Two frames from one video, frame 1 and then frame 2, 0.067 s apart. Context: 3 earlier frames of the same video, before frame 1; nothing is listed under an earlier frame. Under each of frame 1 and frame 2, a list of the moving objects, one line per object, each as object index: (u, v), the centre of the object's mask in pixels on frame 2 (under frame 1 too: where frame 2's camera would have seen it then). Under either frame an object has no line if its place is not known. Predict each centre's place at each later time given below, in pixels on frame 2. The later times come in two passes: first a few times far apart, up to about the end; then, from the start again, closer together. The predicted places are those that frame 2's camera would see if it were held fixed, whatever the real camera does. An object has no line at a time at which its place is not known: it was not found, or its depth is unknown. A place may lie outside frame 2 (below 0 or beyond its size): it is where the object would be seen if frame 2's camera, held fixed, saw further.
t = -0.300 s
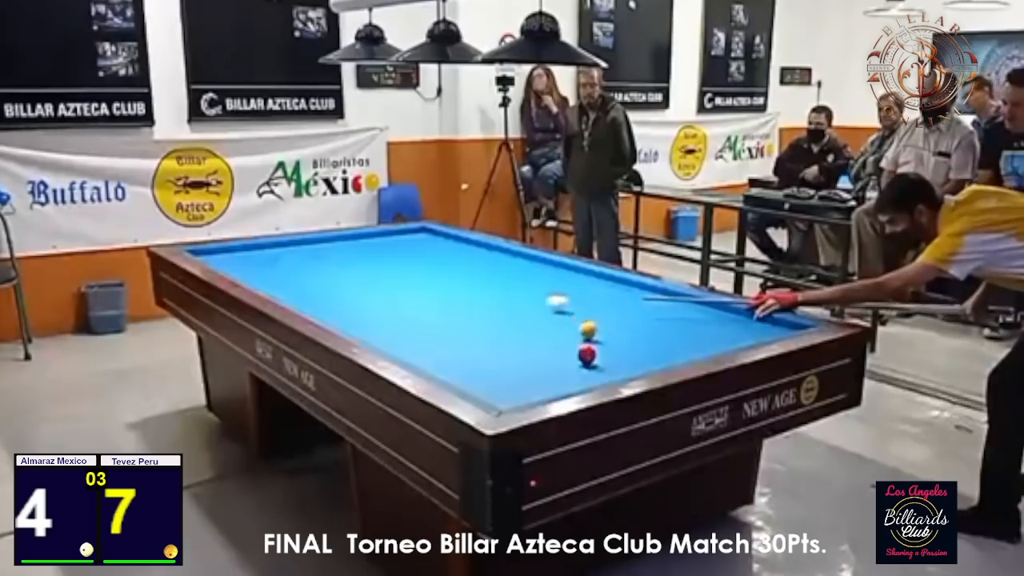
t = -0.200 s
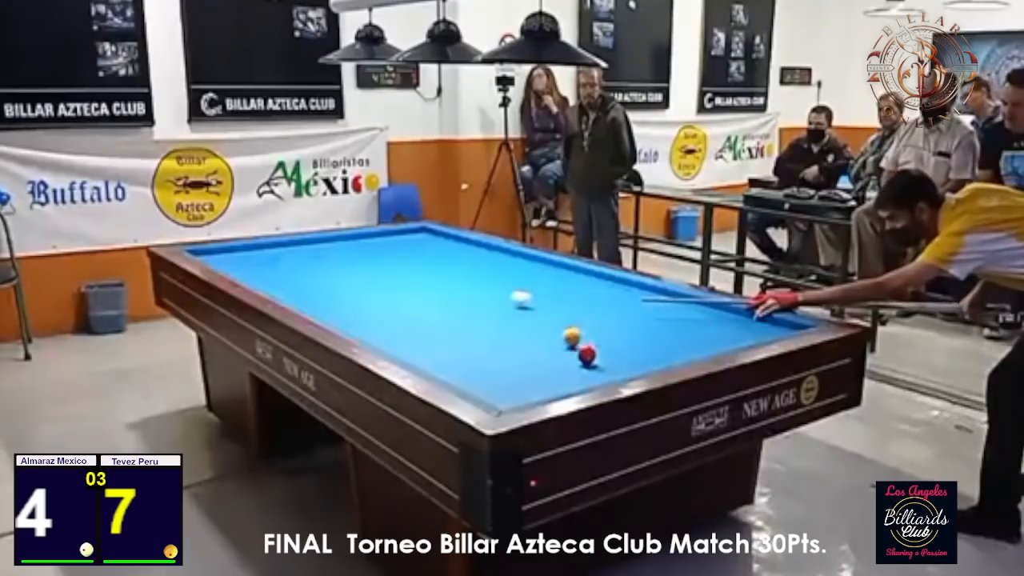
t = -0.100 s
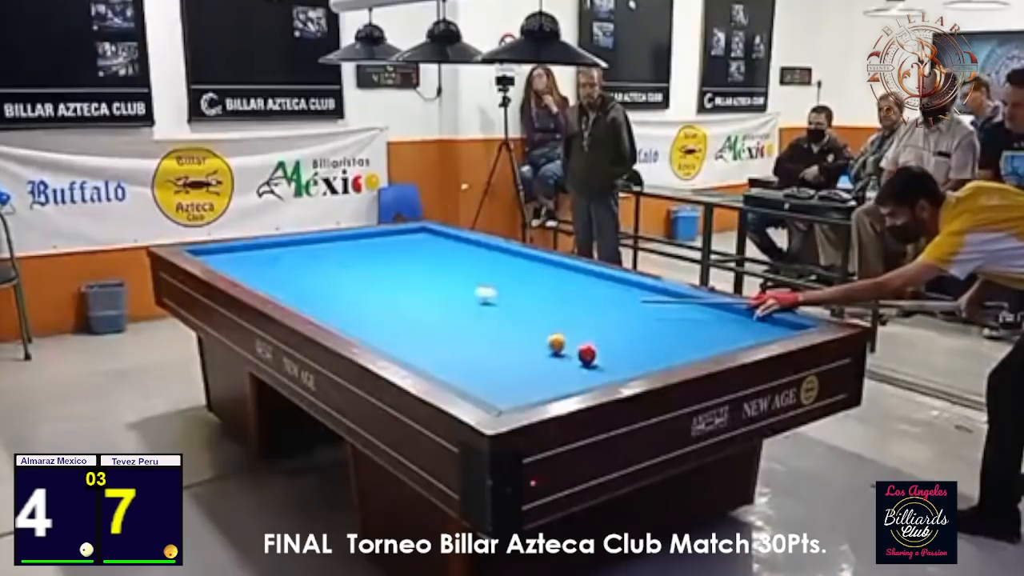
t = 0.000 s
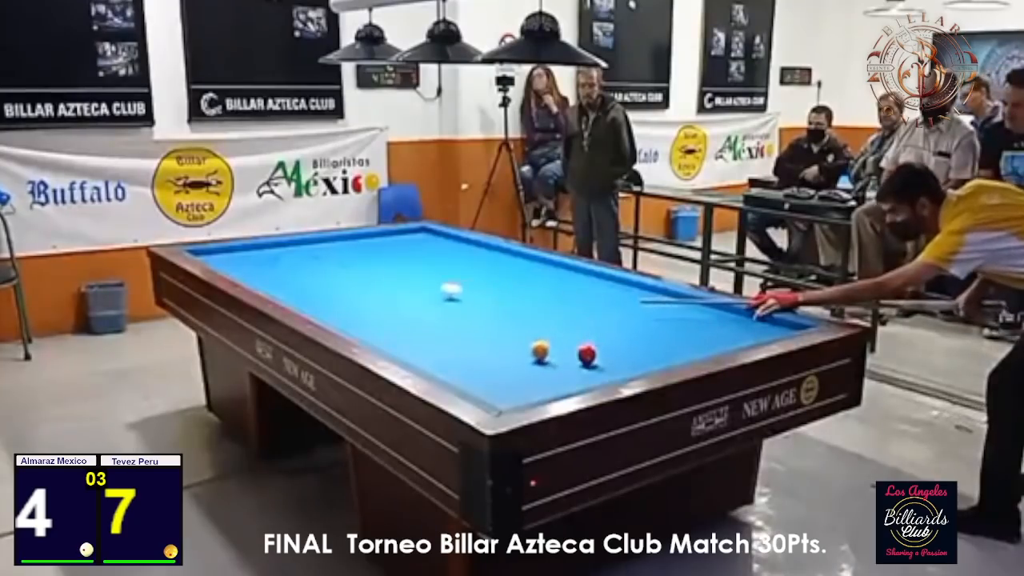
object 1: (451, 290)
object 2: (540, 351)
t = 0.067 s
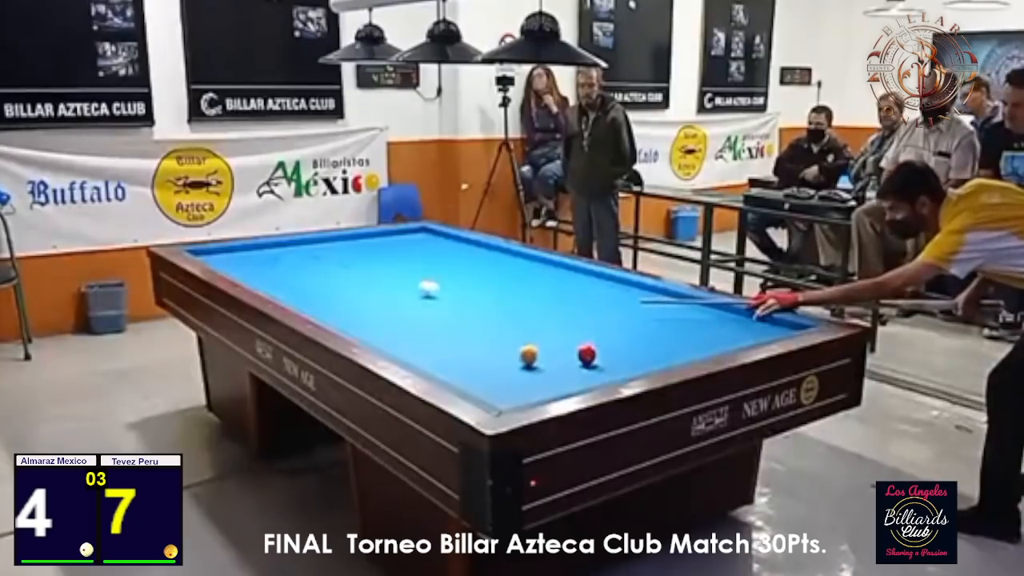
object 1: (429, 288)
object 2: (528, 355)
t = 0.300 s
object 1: (354, 280)
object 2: (485, 374)
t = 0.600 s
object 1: (275, 271)
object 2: (488, 380)
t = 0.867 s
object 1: (222, 261)
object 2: (531, 376)
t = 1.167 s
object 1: (225, 248)
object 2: (576, 372)
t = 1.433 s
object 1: (272, 250)
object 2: (614, 368)
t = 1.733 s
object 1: (322, 252)
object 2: (654, 362)
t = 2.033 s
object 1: (372, 255)
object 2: (680, 355)
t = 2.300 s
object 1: (415, 257)
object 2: (694, 350)
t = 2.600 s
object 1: (463, 259)
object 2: (709, 344)
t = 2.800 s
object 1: (495, 259)
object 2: (718, 341)
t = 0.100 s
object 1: (418, 287)
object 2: (523, 357)
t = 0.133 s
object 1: (407, 286)
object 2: (517, 360)
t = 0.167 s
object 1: (397, 285)
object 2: (511, 363)
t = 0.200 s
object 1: (386, 283)
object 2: (504, 365)
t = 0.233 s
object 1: (374, 282)
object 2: (498, 368)
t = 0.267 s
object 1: (364, 281)
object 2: (492, 371)
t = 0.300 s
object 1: (354, 280)
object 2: (485, 374)
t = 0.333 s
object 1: (344, 279)
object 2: (479, 376)
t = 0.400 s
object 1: (324, 276)
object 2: (466, 380)
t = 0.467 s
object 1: (304, 275)
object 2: (467, 381)
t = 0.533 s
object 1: (285, 272)
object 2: (481, 381)
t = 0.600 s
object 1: (275, 271)
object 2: (488, 380)
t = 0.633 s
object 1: (265, 270)
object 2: (493, 380)
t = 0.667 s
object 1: (256, 269)
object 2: (499, 380)
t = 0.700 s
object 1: (247, 268)
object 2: (504, 379)
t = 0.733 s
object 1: (239, 267)
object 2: (510, 378)
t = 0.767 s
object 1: (230, 265)
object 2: (515, 378)
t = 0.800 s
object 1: (222, 264)
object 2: (520, 378)
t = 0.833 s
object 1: (222, 263)
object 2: (526, 377)
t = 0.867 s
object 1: (222, 261)
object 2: (531, 376)
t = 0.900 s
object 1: (223, 259)
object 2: (536, 376)
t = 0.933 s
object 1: (223, 259)
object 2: (542, 375)
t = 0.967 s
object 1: (223, 257)
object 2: (546, 375)
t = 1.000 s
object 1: (223, 255)
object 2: (551, 374)
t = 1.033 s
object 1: (223, 253)
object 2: (557, 374)
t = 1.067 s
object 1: (223, 252)
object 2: (562, 373)
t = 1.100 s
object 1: (223, 250)
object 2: (567, 373)
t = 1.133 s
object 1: (223, 249)
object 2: (571, 373)
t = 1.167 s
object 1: (225, 248)
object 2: (576, 372)
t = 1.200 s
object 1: (231, 248)
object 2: (581, 372)
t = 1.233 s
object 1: (237, 248)
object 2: (586, 371)
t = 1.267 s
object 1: (243, 248)
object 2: (590, 371)
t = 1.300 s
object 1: (249, 250)
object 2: (596, 370)
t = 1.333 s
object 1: (255, 250)
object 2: (600, 370)
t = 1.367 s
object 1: (261, 251)
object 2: (605, 369)
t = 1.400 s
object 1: (267, 250)
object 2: (609, 368)
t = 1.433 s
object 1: (272, 250)
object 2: (614, 368)
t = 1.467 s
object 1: (278, 251)
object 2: (619, 367)
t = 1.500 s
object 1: (284, 252)
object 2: (624, 366)
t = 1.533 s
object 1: (289, 252)
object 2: (628, 366)
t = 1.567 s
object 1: (294, 251)
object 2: (632, 365)
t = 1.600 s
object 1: (299, 252)
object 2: (636, 364)
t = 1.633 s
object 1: (306, 252)
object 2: (641, 363)
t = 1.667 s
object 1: (311, 252)
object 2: (645, 363)
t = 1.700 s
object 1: (317, 252)
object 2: (649, 362)
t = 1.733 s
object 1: (322, 252)
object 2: (654, 362)
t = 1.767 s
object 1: (328, 253)
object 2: (659, 361)
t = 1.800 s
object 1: (333, 253)
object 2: (663, 360)
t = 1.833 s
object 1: (338, 253)
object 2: (667, 360)
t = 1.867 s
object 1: (344, 253)
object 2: (670, 358)
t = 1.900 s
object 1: (350, 253)
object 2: (672, 358)
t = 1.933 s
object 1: (355, 253)
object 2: (674, 357)
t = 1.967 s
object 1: (360, 253)
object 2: (676, 357)
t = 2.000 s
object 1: (366, 253)
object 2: (678, 356)
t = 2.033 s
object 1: (372, 255)
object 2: (680, 355)
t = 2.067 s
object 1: (378, 255)
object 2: (682, 355)
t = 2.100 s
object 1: (383, 255)
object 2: (684, 354)
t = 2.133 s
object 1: (388, 255)
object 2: (686, 354)
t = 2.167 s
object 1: (393, 256)
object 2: (687, 352)
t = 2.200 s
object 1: (398, 256)
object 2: (689, 352)
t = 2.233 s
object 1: (404, 256)
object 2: (690, 352)
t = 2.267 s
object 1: (409, 256)
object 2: (692, 351)
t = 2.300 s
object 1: (415, 257)
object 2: (694, 350)
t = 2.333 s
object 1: (420, 257)
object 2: (696, 350)
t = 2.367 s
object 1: (426, 257)
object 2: (697, 349)
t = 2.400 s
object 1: (431, 257)
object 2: (699, 347)
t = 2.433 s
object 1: (437, 257)
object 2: (701, 347)
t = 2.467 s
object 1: (442, 257)
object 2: (703, 347)
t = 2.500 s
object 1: (447, 258)
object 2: (704, 346)
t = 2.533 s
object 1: (452, 258)
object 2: (706, 345)
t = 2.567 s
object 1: (458, 258)
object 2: (708, 344)
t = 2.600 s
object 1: (463, 259)
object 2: (709, 344)
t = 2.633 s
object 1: (468, 259)
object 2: (711, 344)
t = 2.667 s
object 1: (474, 259)
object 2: (712, 343)
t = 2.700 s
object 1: (480, 260)
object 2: (714, 342)
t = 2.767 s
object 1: (490, 260)
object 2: (717, 342)
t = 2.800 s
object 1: (495, 259)
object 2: (718, 341)
